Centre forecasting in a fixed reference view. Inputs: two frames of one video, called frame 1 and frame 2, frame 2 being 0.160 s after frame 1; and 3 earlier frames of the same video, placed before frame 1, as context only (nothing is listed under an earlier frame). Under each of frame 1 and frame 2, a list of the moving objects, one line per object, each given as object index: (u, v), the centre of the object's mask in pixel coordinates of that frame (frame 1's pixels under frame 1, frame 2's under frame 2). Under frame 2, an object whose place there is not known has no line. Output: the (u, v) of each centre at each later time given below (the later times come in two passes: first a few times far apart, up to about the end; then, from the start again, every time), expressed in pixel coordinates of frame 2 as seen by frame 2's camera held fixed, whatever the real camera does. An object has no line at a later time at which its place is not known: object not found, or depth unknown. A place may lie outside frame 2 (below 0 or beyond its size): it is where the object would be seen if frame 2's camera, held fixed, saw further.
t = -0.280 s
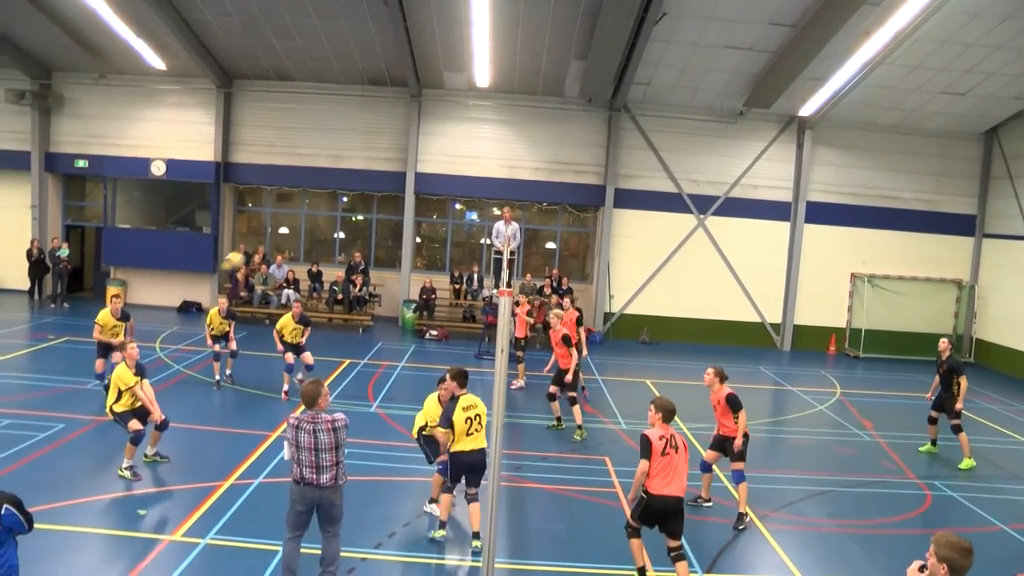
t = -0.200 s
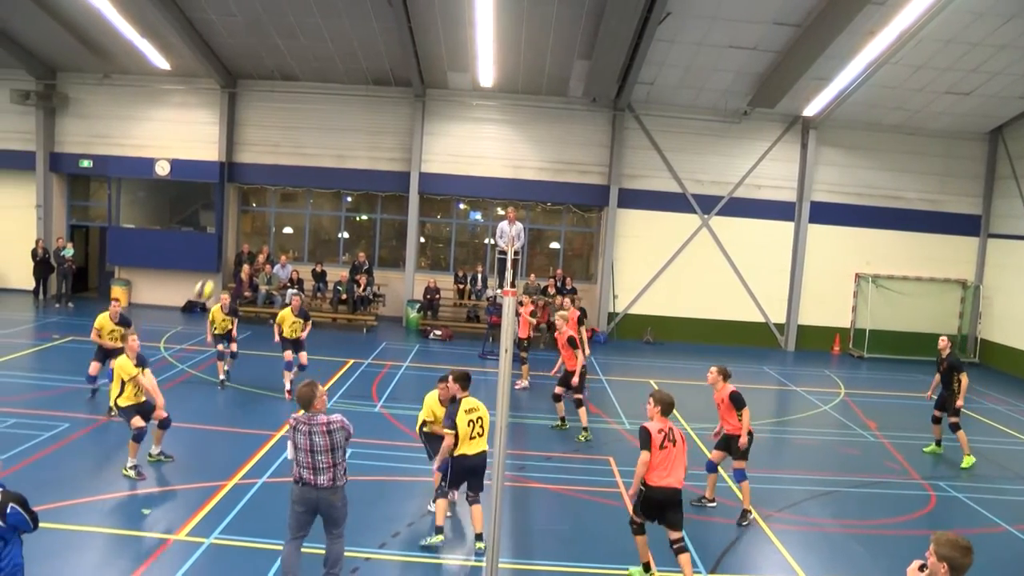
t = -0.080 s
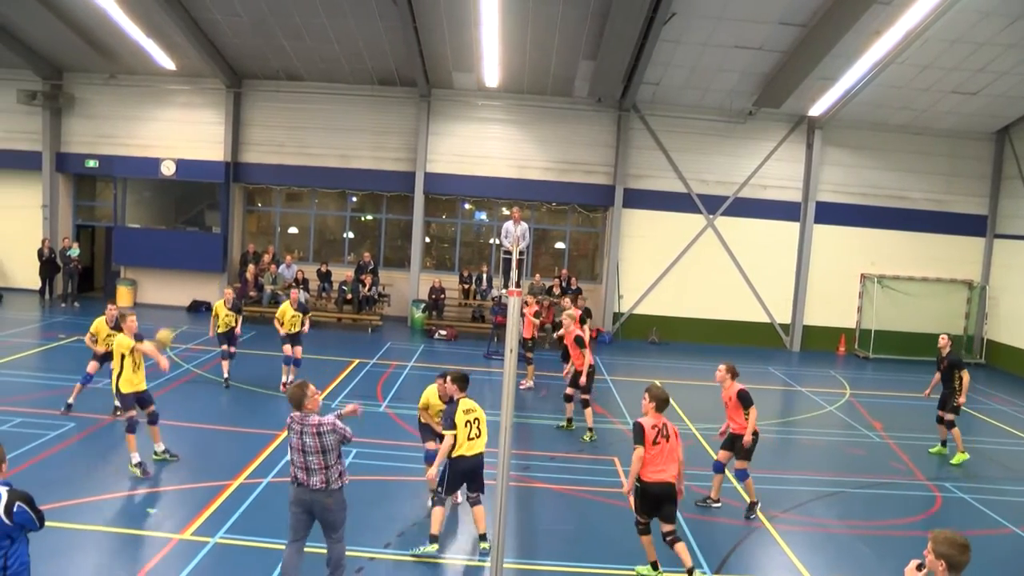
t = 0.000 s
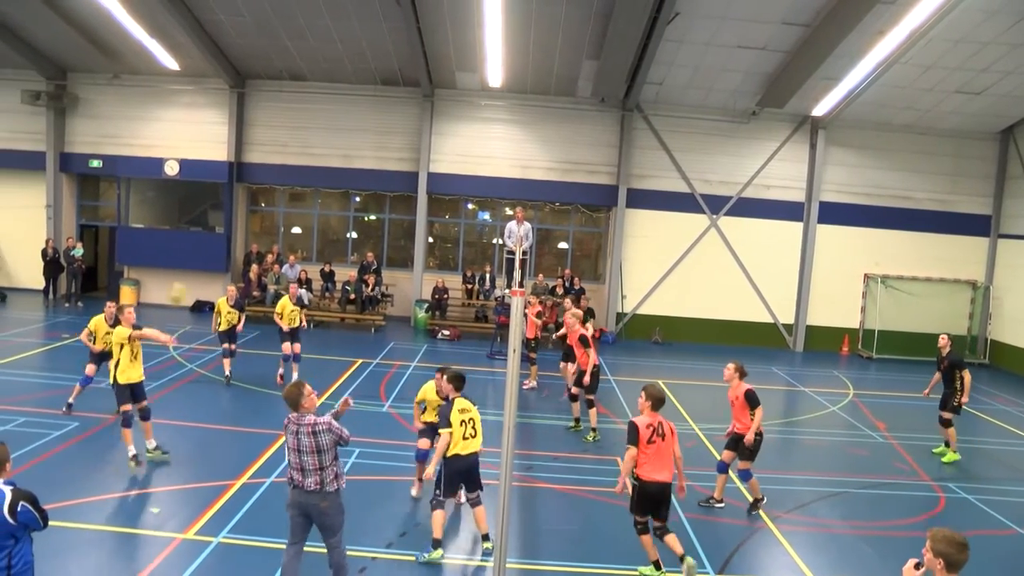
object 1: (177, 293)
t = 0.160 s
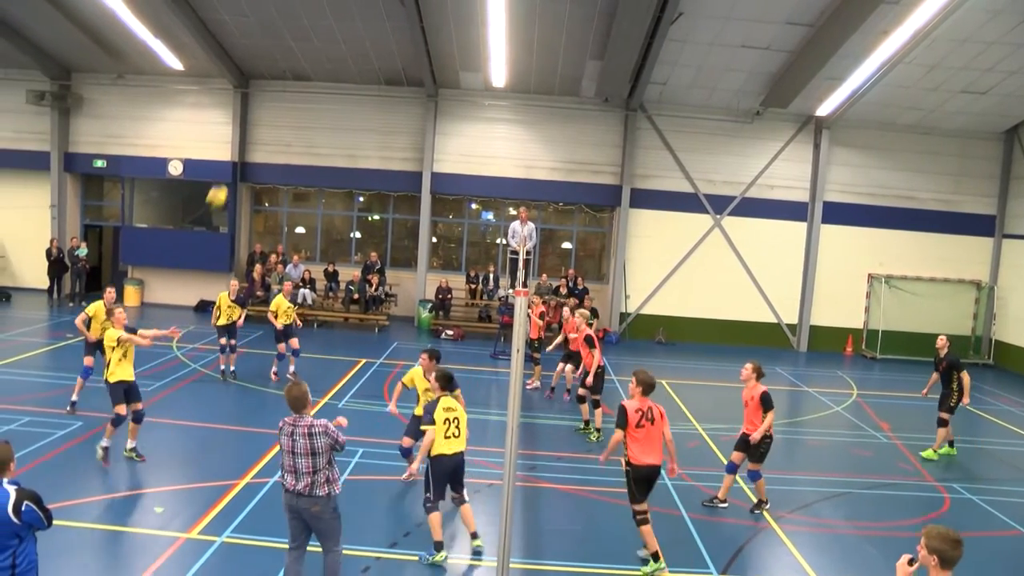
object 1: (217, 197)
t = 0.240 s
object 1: (236, 156)
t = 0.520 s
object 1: (296, 59)
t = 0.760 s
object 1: (343, 37)
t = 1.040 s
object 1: (394, 73)
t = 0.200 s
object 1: (226, 175)
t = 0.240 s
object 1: (236, 156)
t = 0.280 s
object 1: (244, 136)
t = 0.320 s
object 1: (252, 120)
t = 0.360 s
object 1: (261, 105)
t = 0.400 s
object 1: (270, 91)
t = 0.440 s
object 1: (279, 79)
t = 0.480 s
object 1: (287, 69)
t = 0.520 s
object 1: (296, 59)
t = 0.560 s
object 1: (304, 52)
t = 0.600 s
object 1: (312, 46)
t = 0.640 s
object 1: (319, 42)
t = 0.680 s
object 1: (327, 39)
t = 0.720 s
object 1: (335, 37)
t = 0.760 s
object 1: (343, 37)
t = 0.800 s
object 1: (350, 37)
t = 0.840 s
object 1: (358, 39)
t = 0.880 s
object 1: (366, 43)
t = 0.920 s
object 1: (373, 48)
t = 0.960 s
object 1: (380, 55)
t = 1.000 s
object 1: (387, 62)
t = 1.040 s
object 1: (394, 73)
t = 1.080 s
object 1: (401, 82)
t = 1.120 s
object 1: (407, 94)
